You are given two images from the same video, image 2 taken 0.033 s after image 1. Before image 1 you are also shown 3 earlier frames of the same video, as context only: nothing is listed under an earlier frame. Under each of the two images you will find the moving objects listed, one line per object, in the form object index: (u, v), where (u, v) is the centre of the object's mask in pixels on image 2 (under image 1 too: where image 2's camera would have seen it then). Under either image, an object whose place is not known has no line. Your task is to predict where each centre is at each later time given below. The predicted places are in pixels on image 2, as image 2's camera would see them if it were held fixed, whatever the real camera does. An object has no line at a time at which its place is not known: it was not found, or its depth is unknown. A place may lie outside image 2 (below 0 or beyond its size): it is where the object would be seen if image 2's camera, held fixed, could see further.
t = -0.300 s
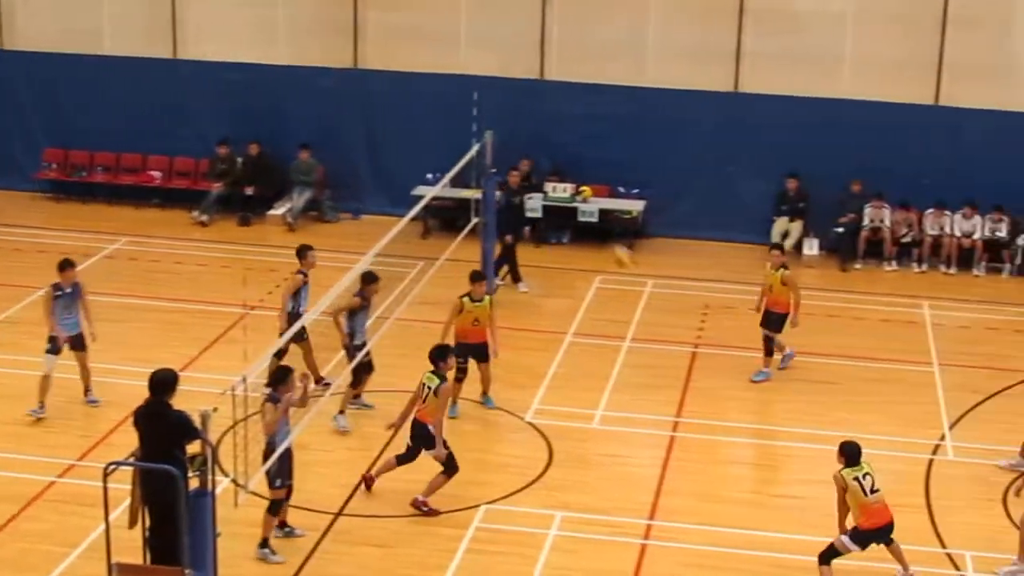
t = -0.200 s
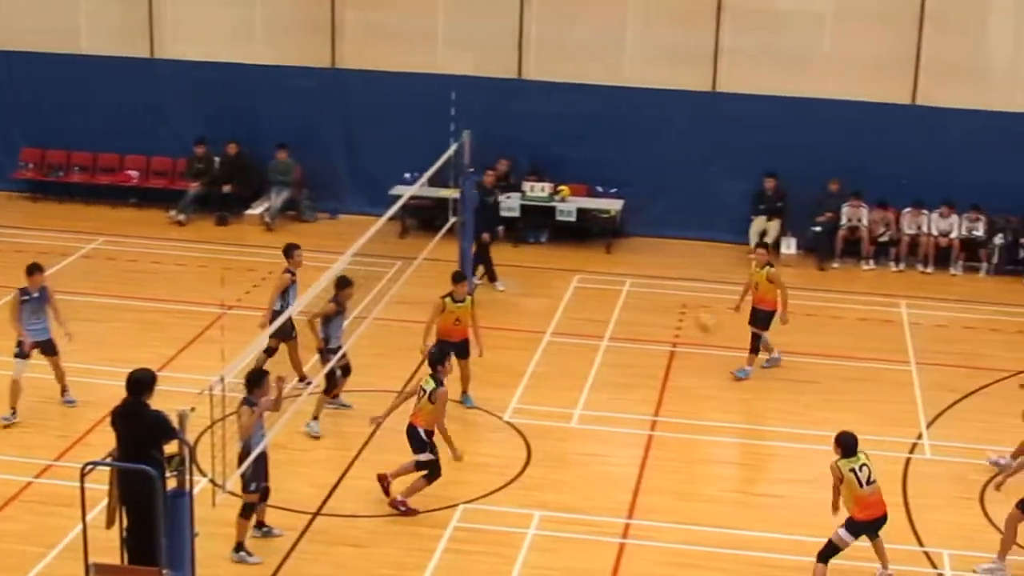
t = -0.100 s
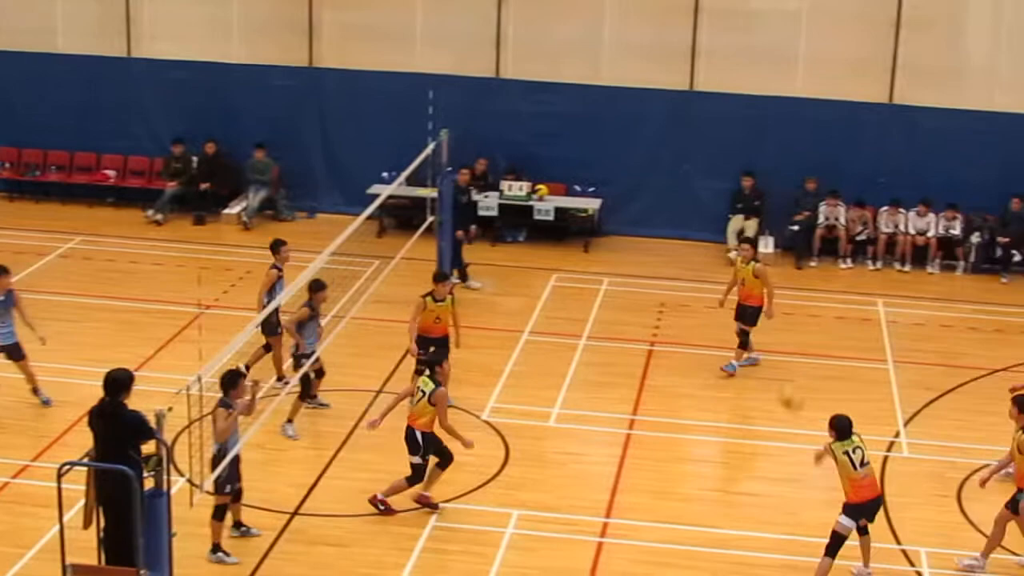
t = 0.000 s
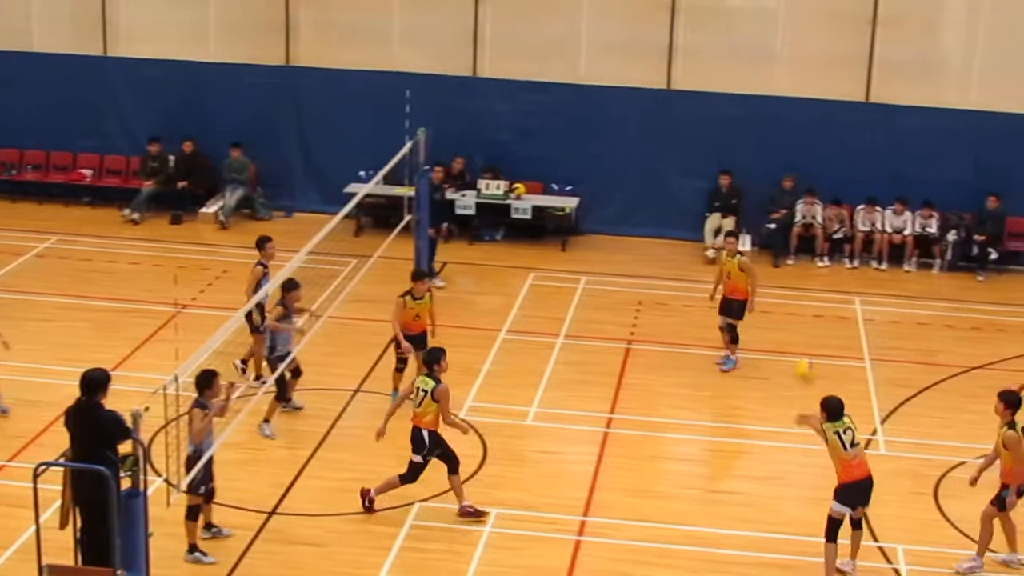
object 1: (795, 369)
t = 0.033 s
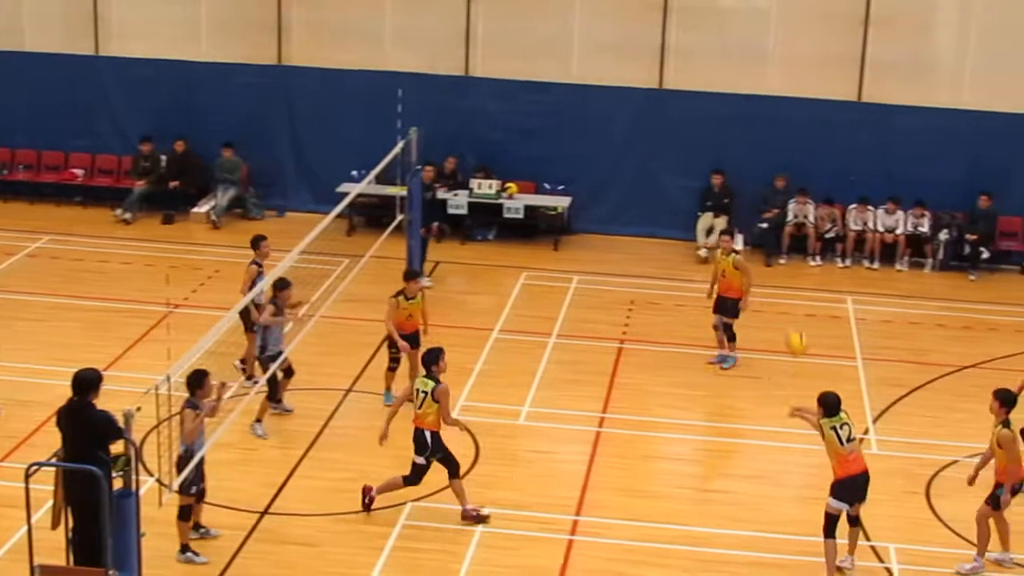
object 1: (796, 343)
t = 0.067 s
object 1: (797, 315)
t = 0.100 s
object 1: (794, 288)
